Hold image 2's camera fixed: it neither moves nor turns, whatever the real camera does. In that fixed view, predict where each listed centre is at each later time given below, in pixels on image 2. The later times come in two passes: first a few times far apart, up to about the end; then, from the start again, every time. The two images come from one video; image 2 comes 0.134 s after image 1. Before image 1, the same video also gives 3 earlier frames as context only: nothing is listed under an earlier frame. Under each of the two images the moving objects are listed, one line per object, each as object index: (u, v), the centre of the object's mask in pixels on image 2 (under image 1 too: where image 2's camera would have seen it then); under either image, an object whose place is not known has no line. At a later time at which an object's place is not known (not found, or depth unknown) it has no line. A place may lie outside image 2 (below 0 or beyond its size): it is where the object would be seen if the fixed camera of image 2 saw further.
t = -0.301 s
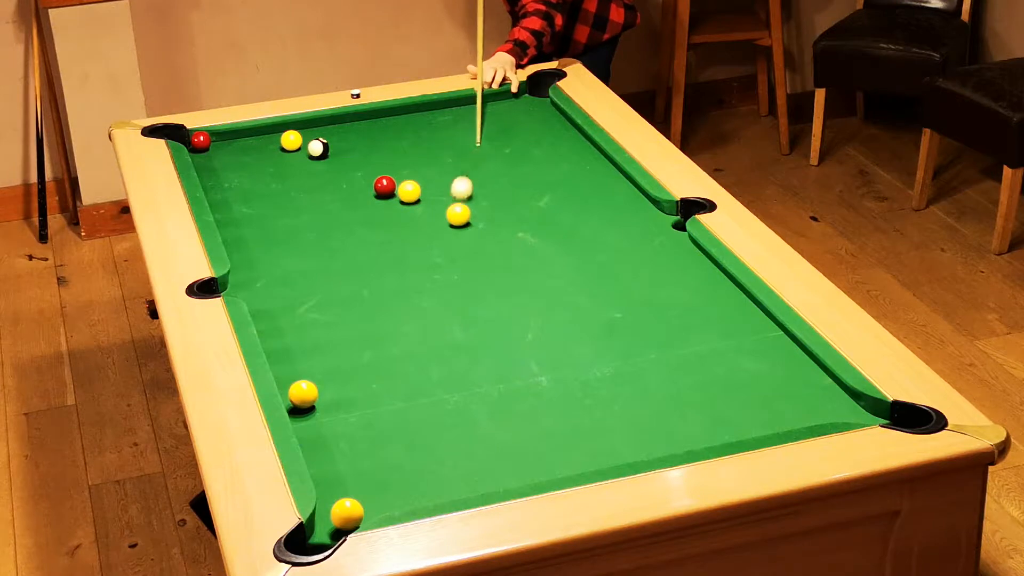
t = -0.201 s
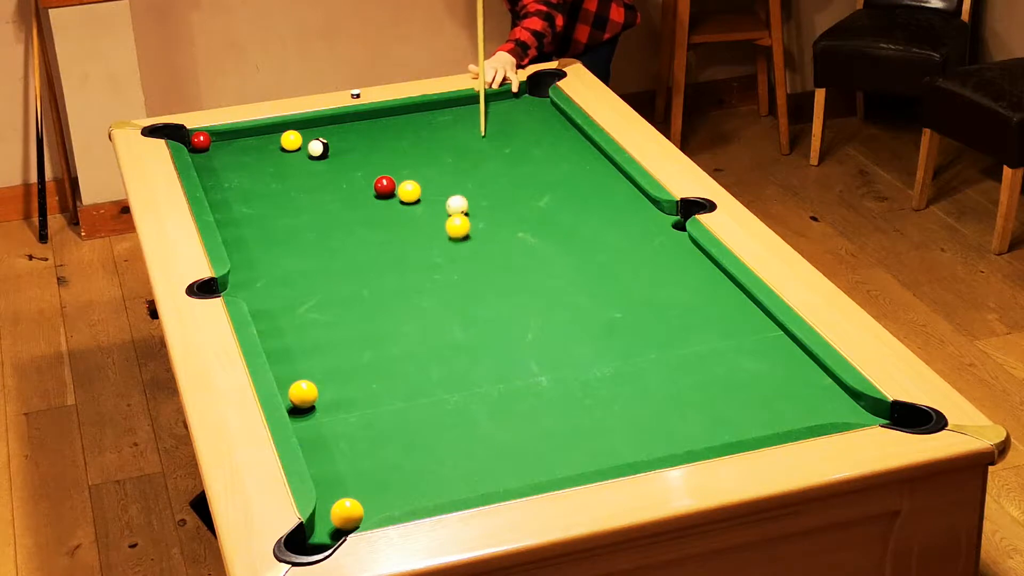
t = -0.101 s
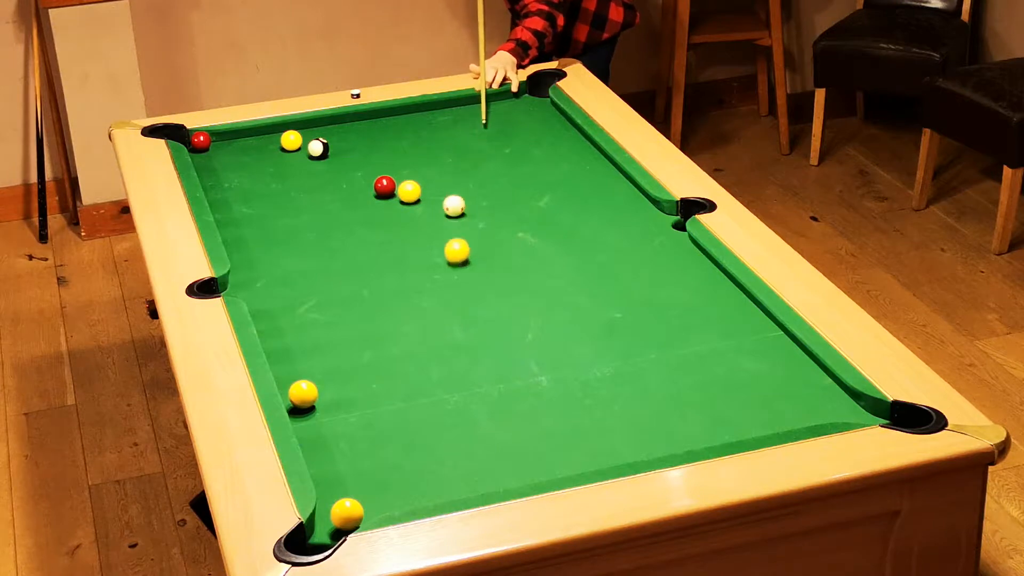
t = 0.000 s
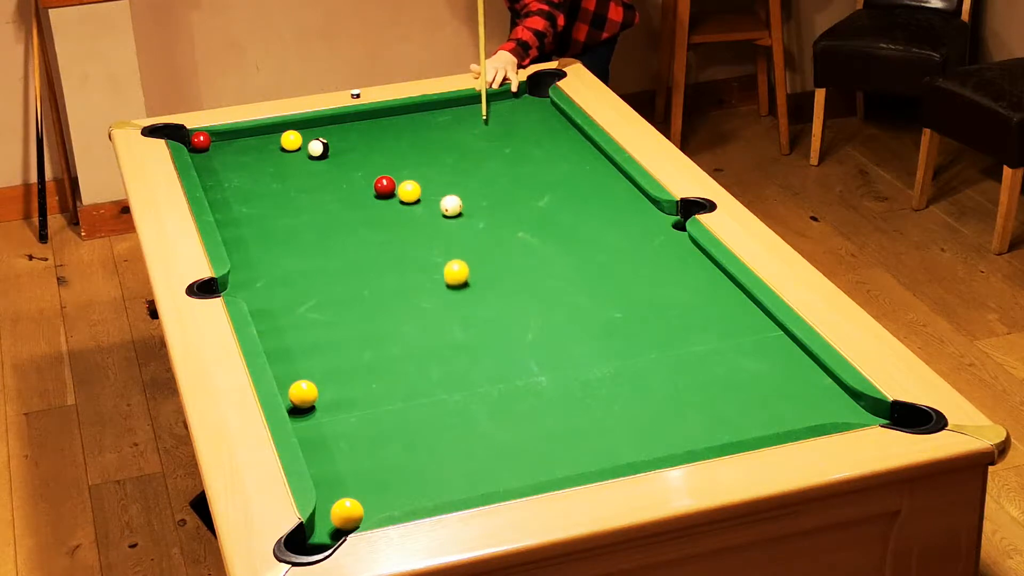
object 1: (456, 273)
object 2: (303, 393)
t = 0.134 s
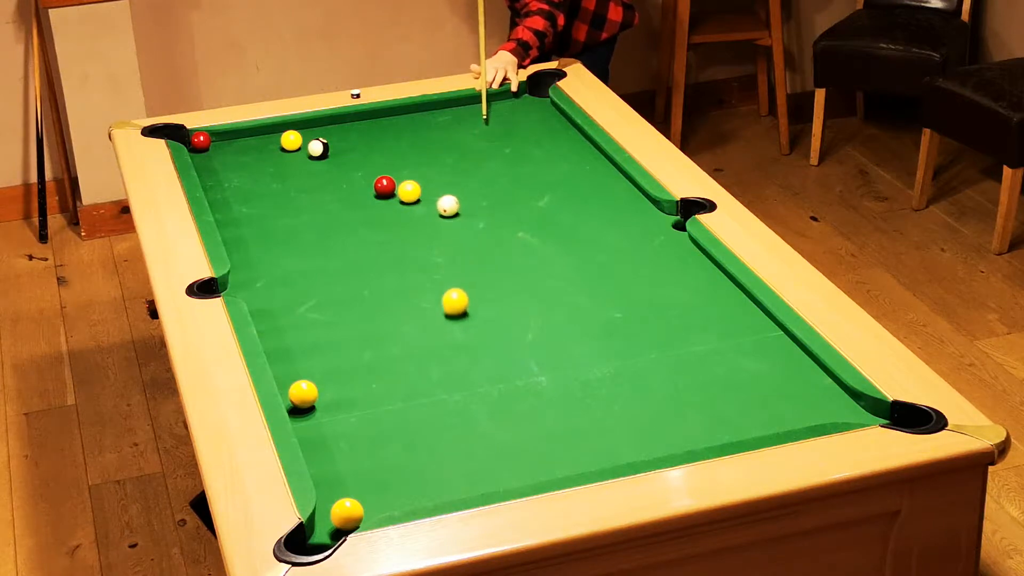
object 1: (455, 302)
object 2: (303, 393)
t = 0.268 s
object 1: (453, 333)
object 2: (303, 393)
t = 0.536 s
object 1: (450, 401)
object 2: (303, 393)
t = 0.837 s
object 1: (445, 487)
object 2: (303, 393)
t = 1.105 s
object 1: (398, 457)
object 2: (303, 393)
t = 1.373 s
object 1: (354, 419)
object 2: (303, 394)
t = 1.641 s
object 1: (332, 389)
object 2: (295, 390)
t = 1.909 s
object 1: (339, 367)
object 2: (312, 378)
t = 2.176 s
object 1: (345, 348)
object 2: (327, 369)
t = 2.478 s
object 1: (350, 329)
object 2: (341, 360)
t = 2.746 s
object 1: (354, 315)
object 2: (351, 353)
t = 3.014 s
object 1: (358, 302)
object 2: (359, 349)
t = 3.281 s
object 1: (362, 292)
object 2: (366, 345)
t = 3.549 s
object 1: (364, 283)
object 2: (370, 344)
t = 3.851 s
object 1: (367, 276)
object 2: (372, 343)
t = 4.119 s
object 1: (370, 270)
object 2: (372, 343)
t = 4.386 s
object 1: (371, 266)
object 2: (372, 343)
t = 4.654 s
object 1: (373, 264)
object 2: (372, 343)
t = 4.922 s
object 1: (374, 263)
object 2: (372, 343)
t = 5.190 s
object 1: (374, 263)
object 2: (372, 343)
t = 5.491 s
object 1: (374, 263)
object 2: (372, 343)
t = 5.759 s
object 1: (374, 263)
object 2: (372, 343)
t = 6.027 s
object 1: (374, 263)
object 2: (372, 343)
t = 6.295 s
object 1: (374, 263)
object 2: (372, 343)
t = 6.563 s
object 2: (372, 343)
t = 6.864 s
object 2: (372, 343)
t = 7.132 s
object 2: (372, 343)
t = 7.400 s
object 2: (372, 343)
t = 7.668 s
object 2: (372, 343)
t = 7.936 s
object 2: (372, 343)
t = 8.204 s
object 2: (372, 343)
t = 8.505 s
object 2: (372, 343)
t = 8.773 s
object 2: (372, 343)
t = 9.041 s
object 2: (372, 343)
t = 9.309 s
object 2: (372, 343)
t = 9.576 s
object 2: (372, 343)
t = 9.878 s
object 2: (372, 343)
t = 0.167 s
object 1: (455, 309)
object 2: (303, 393)
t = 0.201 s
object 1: (454, 317)
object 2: (303, 393)
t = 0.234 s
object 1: (454, 325)
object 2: (303, 393)
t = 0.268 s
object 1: (453, 333)
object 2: (303, 393)
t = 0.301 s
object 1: (453, 340)
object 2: (303, 393)
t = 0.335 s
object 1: (453, 349)
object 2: (303, 393)
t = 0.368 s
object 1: (452, 357)
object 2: (303, 393)
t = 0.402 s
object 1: (452, 366)
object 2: (303, 393)
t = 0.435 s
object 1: (451, 374)
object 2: (303, 393)
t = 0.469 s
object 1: (451, 383)
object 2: (303, 393)
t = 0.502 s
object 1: (450, 392)
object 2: (303, 393)
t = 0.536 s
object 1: (450, 401)
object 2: (303, 393)
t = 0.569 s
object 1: (450, 410)
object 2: (303, 393)
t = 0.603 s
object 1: (449, 419)
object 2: (303, 393)
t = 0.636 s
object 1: (449, 429)
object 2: (303, 393)
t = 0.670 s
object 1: (448, 439)
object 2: (303, 393)
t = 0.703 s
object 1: (448, 448)
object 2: (303, 393)
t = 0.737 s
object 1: (447, 458)
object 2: (303, 393)
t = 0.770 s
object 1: (447, 468)
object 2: (303, 393)
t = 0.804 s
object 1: (446, 478)
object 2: (303, 393)
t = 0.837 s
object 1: (445, 487)
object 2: (303, 393)
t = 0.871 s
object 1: (443, 492)
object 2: (303, 393)
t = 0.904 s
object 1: (436, 488)
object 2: (303, 393)
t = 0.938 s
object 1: (430, 483)
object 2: (303, 393)
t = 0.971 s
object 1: (423, 478)
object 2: (303, 393)
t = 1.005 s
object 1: (417, 472)
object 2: (303, 393)
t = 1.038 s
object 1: (410, 467)
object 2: (303, 393)
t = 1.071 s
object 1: (404, 462)
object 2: (303, 393)
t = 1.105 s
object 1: (398, 457)
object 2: (303, 393)
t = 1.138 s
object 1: (393, 452)
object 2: (303, 393)
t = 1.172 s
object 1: (387, 447)
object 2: (303, 394)
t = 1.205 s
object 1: (381, 442)
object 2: (303, 394)
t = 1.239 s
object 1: (376, 438)
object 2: (303, 394)
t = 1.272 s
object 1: (370, 433)
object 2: (303, 394)
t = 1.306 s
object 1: (364, 428)
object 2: (303, 394)
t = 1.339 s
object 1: (359, 424)
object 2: (303, 394)
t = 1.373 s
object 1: (354, 419)
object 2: (303, 394)
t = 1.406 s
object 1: (349, 415)
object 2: (303, 394)
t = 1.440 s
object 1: (343, 411)
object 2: (303, 394)
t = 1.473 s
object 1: (339, 406)
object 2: (303, 394)
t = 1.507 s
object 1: (334, 402)
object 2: (303, 394)
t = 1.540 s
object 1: (329, 398)
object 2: (302, 393)
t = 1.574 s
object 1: (330, 395)
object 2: (297, 392)
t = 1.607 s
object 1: (331, 392)
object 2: (293, 391)
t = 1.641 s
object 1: (332, 389)
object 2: (295, 390)
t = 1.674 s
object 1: (333, 386)
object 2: (297, 388)
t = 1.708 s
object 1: (334, 383)
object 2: (299, 387)
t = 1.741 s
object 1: (335, 380)
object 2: (301, 385)
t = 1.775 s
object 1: (336, 378)
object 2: (304, 384)
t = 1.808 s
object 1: (337, 375)
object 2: (305, 382)
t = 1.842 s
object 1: (338, 372)
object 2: (308, 381)
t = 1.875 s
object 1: (338, 370)
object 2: (310, 380)
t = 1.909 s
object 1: (339, 367)
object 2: (312, 378)
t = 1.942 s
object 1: (340, 364)
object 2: (314, 377)
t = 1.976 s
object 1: (341, 362)
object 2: (316, 376)
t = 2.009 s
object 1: (341, 359)
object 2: (318, 375)
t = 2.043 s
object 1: (342, 357)
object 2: (319, 373)
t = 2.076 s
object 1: (343, 354)
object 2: (321, 372)
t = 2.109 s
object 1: (344, 352)
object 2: (323, 371)
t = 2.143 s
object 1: (344, 350)
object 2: (325, 370)
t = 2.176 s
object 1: (345, 348)
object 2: (327, 369)
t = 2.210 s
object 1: (345, 345)
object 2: (328, 368)
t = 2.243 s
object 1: (346, 343)
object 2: (330, 366)
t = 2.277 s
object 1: (347, 341)
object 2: (332, 366)
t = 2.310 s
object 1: (347, 339)
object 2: (333, 364)
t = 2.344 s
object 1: (348, 337)
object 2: (335, 363)
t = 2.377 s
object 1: (348, 335)
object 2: (336, 362)
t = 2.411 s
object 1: (349, 333)
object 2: (338, 361)
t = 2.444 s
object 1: (349, 331)
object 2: (339, 361)
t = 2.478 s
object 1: (350, 329)
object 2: (341, 360)
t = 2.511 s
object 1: (351, 327)
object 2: (342, 359)
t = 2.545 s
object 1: (351, 325)
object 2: (344, 358)
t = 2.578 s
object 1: (352, 323)
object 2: (345, 357)
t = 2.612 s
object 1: (352, 322)
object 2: (346, 356)
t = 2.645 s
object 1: (353, 320)
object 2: (348, 355)
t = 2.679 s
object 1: (353, 318)
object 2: (349, 355)
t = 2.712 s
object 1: (354, 316)
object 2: (350, 354)
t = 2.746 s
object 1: (354, 315)
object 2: (351, 353)
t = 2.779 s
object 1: (355, 313)
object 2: (352, 353)
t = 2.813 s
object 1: (355, 312)
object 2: (353, 352)
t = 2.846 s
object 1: (356, 310)
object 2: (354, 351)
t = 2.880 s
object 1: (356, 308)
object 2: (355, 351)
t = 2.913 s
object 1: (357, 307)
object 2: (357, 350)
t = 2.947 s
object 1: (357, 305)
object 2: (357, 350)
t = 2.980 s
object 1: (358, 304)
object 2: (358, 349)
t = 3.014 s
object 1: (358, 302)
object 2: (359, 349)
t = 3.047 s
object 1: (359, 301)
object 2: (360, 348)
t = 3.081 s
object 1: (359, 300)
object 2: (361, 348)
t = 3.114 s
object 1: (360, 298)
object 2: (362, 347)
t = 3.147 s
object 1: (360, 297)
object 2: (363, 347)
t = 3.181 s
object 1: (361, 296)
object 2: (364, 346)
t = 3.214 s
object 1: (361, 294)
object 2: (364, 346)
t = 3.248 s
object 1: (361, 293)
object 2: (365, 346)
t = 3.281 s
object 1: (362, 292)
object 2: (366, 345)
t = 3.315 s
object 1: (362, 291)
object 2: (366, 345)
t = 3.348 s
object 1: (362, 290)
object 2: (367, 345)
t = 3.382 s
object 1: (363, 289)
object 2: (368, 345)
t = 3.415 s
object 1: (363, 288)
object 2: (368, 344)
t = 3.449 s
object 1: (363, 286)
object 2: (369, 344)
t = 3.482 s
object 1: (364, 285)
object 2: (369, 344)
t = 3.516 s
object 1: (364, 284)
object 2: (370, 344)
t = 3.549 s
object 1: (364, 283)
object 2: (370, 344)
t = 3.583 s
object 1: (365, 283)
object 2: (371, 344)
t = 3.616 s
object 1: (365, 282)
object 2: (371, 343)
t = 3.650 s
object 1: (366, 281)
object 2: (371, 343)
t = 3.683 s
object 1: (366, 280)
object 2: (372, 343)
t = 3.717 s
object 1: (366, 279)
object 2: (372, 343)
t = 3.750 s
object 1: (367, 278)
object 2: (372, 343)
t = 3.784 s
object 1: (367, 277)
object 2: (372, 343)
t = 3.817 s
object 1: (367, 276)
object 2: (372, 343)
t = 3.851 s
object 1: (367, 276)
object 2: (372, 343)
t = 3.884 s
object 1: (368, 275)
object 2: (372, 343)
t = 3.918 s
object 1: (368, 274)
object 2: (372, 343)
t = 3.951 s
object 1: (368, 273)
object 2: (372, 343)
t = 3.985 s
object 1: (369, 273)
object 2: (372, 343)
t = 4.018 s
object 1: (369, 272)
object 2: (372, 343)
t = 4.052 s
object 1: (369, 271)
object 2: (372, 343)
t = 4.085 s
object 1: (369, 271)
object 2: (372, 343)
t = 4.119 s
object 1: (370, 270)
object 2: (372, 343)
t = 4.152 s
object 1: (370, 270)
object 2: (372, 343)
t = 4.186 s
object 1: (370, 269)
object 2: (372, 343)
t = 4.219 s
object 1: (370, 269)
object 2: (372, 343)
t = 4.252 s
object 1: (370, 268)
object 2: (372, 343)
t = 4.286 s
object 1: (371, 268)
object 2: (372, 343)
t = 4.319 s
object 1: (371, 267)
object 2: (372, 343)
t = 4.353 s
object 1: (371, 267)
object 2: (372, 343)
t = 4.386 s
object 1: (371, 266)
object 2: (372, 343)
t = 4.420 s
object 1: (371, 266)
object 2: (372, 343)
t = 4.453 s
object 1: (371, 266)
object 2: (372, 343)
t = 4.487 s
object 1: (372, 265)
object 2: (372, 343)
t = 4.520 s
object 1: (372, 265)
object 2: (372, 343)
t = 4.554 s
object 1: (372, 265)
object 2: (372, 343)
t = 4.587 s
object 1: (372, 264)
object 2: (372, 343)
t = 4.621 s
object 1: (372, 264)
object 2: (372, 343)
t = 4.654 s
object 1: (373, 264)
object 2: (372, 343)
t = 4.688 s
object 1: (373, 264)
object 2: (372, 343)
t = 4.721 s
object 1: (373, 264)
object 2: (372, 343)
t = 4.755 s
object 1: (373, 263)
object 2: (372, 343)
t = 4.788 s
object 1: (373, 263)
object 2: (372, 343)
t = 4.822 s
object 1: (374, 263)
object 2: (372, 343)
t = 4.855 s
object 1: (374, 263)
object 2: (372, 343)
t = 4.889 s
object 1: (374, 263)
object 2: (372, 343)
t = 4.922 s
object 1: (374, 263)
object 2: (372, 343)
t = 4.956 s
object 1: (374, 263)
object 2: (372, 343)
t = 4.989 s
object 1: (374, 263)
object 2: (372, 343)
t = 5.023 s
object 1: (374, 263)
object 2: (372, 343)
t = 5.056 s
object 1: (374, 263)
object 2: (372, 343)
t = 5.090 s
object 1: (374, 263)
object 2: (372, 343)
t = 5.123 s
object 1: (374, 263)
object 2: (372, 343)
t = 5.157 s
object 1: (374, 263)
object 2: (372, 343)
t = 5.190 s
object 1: (374, 263)
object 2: (372, 343)
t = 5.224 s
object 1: (374, 263)
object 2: (372, 343)
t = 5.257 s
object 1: (374, 263)
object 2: (372, 343)
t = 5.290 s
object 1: (374, 263)
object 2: (372, 343)
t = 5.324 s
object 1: (374, 263)
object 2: (372, 343)
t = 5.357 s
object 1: (374, 263)
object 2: (372, 343)
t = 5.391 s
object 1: (374, 263)
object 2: (372, 343)
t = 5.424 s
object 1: (374, 263)
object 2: (372, 343)
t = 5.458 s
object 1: (374, 263)
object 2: (372, 343)
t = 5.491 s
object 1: (374, 263)
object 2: (372, 343)
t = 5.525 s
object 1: (374, 263)
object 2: (372, 343)
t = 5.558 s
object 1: (374, 263)
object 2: (372, 343)
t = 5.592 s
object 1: (374, 263)
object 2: (372, 343)
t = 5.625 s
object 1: (374, 263)
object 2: (372, 343)
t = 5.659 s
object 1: (374, 263)
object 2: (372, 343)
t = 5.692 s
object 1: (374, 263)
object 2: (372, 343)
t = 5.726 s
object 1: (374, 263)
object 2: (372, 343)
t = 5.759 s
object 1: (374, 263)
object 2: (372, 343)
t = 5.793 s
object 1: (374, 263)
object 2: (372, 343)
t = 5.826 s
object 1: (374, 263)
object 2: (372, 343)
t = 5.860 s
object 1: (374, 263)
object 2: (372, 343)
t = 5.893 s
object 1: (374, 263)
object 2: (372, 343)
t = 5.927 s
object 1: (374, 263)
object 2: (372, 343)
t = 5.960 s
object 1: (374, 263)
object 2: (372, 343)
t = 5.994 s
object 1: (374, 263)
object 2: (372, 343)
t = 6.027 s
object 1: (374, 263)
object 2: (372, 343)
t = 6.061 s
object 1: (374, 263)
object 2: (372, 343)
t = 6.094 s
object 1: (374, 263)
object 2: (372, 343)
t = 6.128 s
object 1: (374, 263)
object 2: (372, 343)
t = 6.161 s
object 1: (374, 263)
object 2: (372, 343)
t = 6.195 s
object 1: (374, 263)
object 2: (372, 343)
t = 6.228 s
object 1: (374, 263)
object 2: (372, 343)
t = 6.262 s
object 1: (374, 263)
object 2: (372, 343)
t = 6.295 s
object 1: (374, 263)
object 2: (372, 343)
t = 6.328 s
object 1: (374, 263)
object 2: (372, 343)
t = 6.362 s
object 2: (372, 343)
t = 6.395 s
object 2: (372, 343)
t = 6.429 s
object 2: (372, 343)
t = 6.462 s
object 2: (372, 343)
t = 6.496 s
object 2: (372, 343)
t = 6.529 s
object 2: (372, 343)
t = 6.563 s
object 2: (372, 343)
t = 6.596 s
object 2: (372, 343)
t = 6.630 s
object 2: (372, 343)
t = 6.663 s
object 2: (372, 343)
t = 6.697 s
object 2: (372, 343)
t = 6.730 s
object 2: (372, 343)
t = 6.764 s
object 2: (372, 343)
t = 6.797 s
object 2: (372, 343)
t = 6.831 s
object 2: (372, 343)
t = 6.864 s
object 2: (372, 343)
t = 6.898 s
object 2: (372, 343)
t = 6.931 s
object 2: (372, 343)
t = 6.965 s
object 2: (372, 343)
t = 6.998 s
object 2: (372, 343)
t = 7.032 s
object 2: (372, 343)
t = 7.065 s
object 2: (372, 343)
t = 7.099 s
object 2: (372, 343)
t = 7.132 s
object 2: (372, 343)
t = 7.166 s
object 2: (372, 343)
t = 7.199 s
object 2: (372, 343)
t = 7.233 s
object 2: (372, 343)
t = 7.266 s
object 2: (372, 343)
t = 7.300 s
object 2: (372, 343)
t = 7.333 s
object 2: (372, 343)
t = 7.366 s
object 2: (372, 343)
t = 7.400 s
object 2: (372, 343)
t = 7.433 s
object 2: (372, 343)
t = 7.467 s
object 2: (372, 343)
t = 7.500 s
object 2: (372, 343)
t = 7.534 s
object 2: (372, 343)
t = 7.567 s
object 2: (372, 343)
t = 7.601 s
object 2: (372, 343)
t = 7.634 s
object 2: (372, 343)
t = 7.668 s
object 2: (372, 343)
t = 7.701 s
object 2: (372, 343)
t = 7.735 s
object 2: (372, 343)
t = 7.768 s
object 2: (372, 343)
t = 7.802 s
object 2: (372, 343)
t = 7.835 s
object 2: (372, 343)
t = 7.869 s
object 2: (372, 343)
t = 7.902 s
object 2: (372, 343)
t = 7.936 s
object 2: (372, 343)
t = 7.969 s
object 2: (372, 343)
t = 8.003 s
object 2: (372, 343)
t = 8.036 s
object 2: (372, 343)
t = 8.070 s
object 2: (372, 343)
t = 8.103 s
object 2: (372, 343)
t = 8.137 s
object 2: (372, 343)
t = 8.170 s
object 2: (372, 343)
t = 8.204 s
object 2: (372, 343)
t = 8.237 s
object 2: (372, 343)
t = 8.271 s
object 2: (372, 343)
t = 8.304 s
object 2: (372, 343)
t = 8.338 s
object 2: (372, 343)
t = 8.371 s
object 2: (372, 343)
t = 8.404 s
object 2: (372, 343)
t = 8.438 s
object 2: (372, 343)
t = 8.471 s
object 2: (372, 343)
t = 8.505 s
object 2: (372, 343)
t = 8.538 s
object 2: (372, 343)
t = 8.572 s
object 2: (372, 343)
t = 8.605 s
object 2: (372, 343)
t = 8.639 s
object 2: (372, 343)
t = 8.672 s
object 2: (372, 343)
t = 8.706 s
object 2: (372, 343)
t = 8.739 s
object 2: (372, 343)
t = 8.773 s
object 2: (372, 343)
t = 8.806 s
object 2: (372, 343)
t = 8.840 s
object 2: (372, 343)
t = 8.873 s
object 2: (372, 343)
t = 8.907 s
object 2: (372, 343)
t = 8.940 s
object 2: (372, 343)
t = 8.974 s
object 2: (372, 343)
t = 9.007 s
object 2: (372, 343)
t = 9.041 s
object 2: (372, 343)
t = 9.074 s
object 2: (372, 343)
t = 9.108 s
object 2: (372, 343)
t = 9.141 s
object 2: (372, 343)
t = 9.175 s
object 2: (372, 343)
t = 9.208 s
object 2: (372, 343)
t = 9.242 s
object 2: (372, 343)
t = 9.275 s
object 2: (372, 343)
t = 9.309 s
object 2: (372, 343)
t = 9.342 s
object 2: (372, 343)
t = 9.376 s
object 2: (372, 343)
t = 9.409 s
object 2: (372, 343)
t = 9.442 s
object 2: (372, 343)
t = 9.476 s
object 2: (372, 343)
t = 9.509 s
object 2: (372, 343)
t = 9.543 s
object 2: (372, 343)
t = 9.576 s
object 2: (372, 343)
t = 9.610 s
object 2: (372, 343)
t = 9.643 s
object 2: (372, 343)
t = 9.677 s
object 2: (372, 343)
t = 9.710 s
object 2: (372, 343)
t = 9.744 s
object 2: (372, 343)
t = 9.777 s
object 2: (372, 343)
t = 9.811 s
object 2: (372, 343)
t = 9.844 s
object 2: (372, 343)
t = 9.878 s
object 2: (372, 343)
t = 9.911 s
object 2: (372, 343)
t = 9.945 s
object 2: (372, 343)
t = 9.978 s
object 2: (372, 343)
